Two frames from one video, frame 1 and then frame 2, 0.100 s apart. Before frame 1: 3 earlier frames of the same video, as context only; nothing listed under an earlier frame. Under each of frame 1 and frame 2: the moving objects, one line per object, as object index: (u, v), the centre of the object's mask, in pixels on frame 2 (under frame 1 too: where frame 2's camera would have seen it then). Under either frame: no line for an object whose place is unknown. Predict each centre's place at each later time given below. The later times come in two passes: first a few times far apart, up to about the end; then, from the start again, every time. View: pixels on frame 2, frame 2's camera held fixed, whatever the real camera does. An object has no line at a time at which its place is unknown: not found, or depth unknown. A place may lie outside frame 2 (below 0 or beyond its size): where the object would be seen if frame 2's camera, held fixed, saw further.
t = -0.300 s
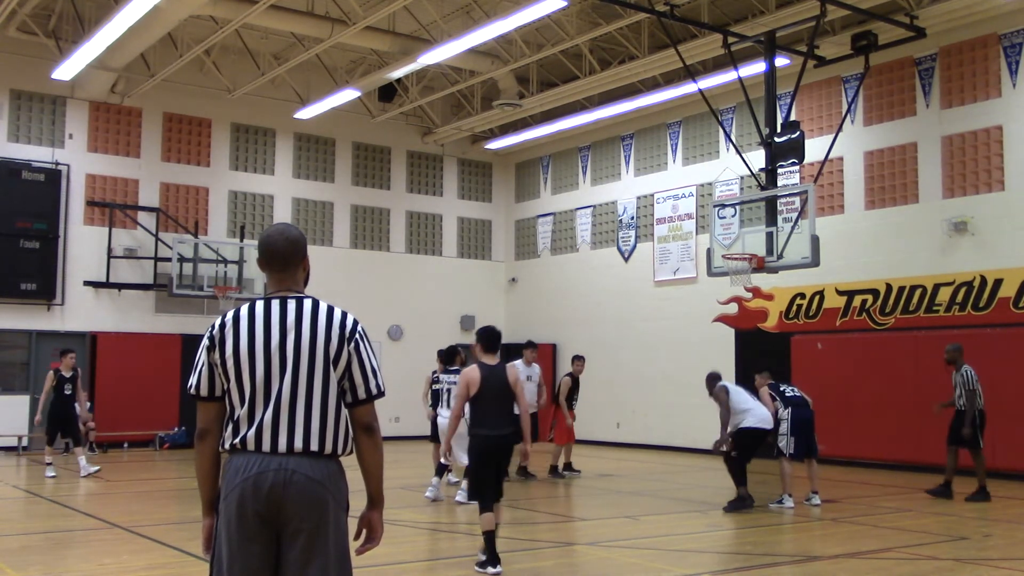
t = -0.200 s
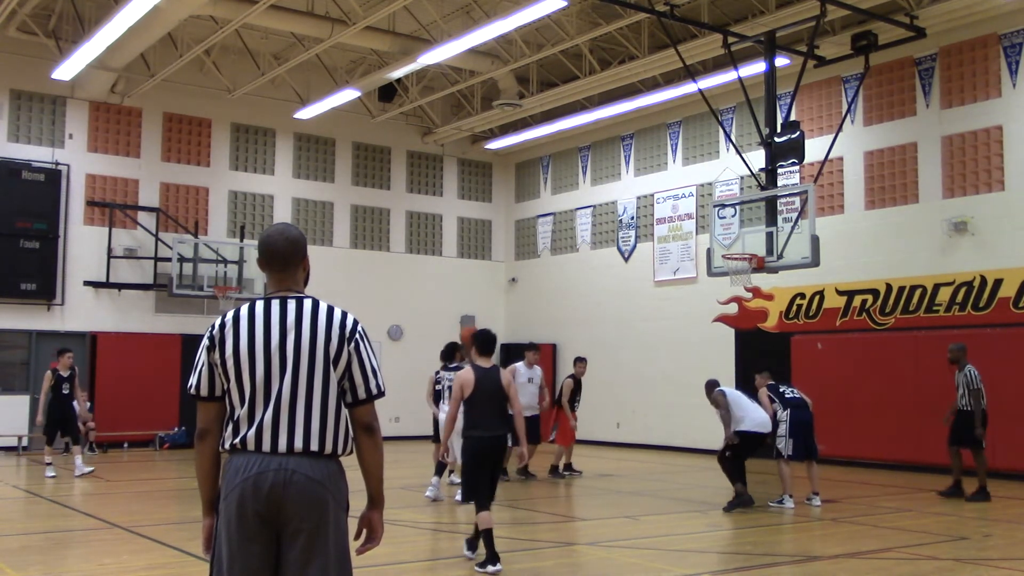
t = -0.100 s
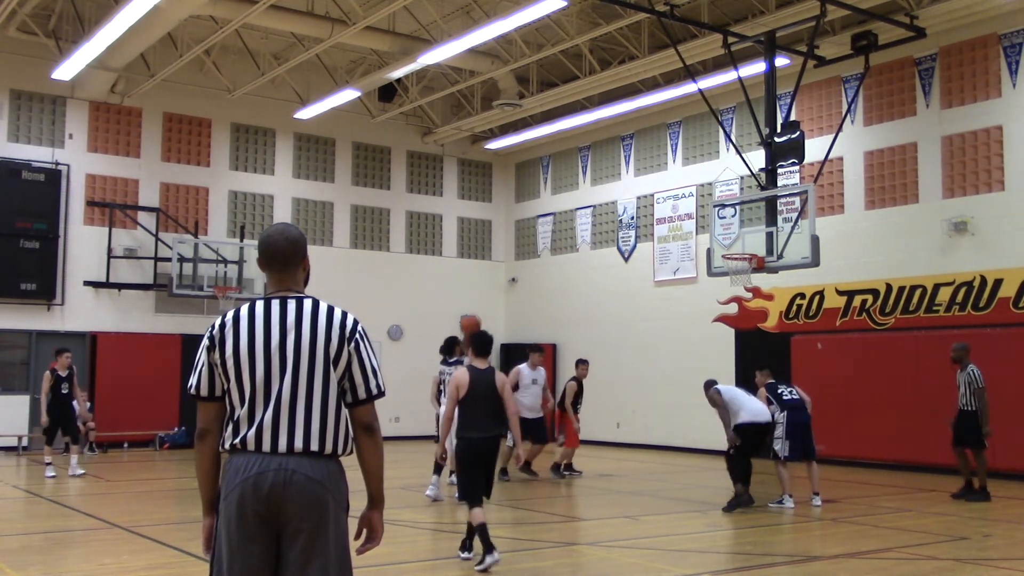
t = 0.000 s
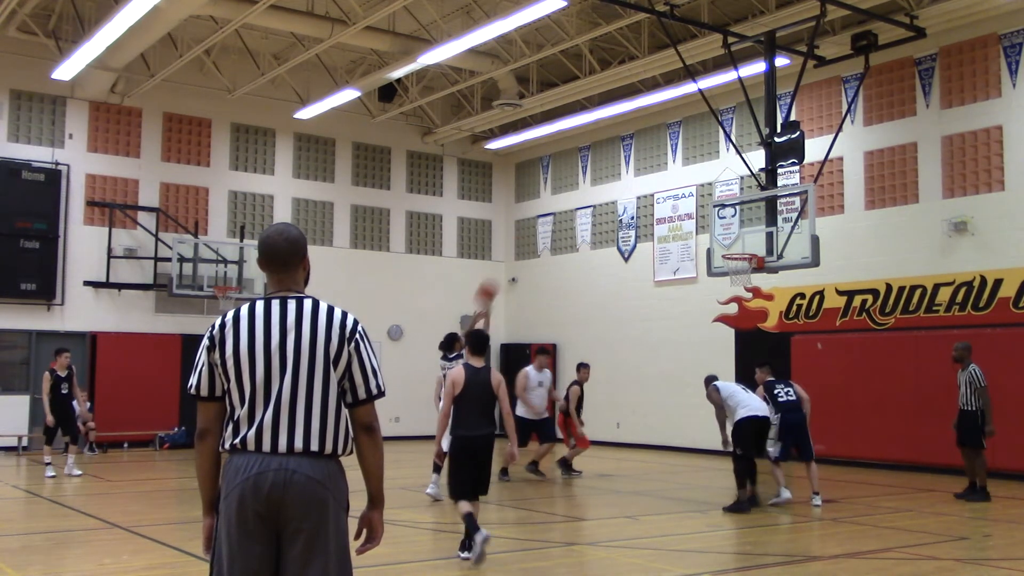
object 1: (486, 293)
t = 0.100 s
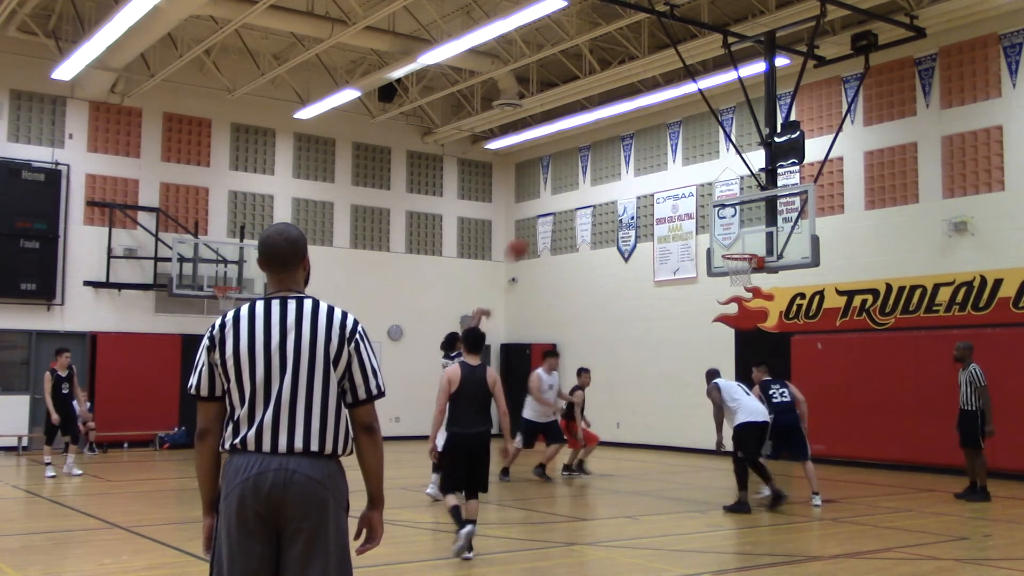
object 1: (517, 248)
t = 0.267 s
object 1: (563, 197)
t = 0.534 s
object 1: (632, 164)
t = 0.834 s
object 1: (702, 190)
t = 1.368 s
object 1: (703, 183)
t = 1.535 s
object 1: (676, 174)
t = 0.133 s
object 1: (526, 237)
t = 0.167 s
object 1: (535, 225)
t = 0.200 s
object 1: (545, 214)
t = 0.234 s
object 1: (555, 205)
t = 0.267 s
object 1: (563, 197)
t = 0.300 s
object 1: (572, 190)
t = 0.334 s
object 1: (580, 184)
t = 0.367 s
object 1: (590, 178)
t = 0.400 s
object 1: (599, 174)
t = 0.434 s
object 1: (606, 170)
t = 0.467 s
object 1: (614, 168)
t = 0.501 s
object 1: (623, 165)
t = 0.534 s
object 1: (632, 164)
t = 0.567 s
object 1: (640, 164)
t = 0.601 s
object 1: (647, 164)
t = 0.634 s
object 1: (656, 165)
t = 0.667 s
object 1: (662, 168)
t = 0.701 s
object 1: (671, 171)
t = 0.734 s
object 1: (678, 174)
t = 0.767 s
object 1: (686, 179)
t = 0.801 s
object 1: (694, 184)
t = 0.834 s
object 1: (702, 190)
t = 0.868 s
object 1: (708, 197)
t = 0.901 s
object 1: (716, 204)
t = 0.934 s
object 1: (723, 212)
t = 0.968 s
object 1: (731, 222)
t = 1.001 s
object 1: (737, 231)
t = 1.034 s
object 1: (743, 240)
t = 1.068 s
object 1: (749, 248)
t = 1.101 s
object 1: (744, 238)
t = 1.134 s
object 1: (739, 229)
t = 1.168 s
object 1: (734, 220)
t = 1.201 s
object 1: (728, 212)
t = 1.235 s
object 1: (724, 204)
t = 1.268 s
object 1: (718, 198)
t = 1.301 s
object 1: (712, 192)
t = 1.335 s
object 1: (707, 187)
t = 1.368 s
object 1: (703, 183)
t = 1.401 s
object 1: (697, 179)
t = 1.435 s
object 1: (692, 177)
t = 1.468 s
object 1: (687, 175)
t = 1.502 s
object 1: (681, 174)
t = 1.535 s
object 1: (676, 174)
